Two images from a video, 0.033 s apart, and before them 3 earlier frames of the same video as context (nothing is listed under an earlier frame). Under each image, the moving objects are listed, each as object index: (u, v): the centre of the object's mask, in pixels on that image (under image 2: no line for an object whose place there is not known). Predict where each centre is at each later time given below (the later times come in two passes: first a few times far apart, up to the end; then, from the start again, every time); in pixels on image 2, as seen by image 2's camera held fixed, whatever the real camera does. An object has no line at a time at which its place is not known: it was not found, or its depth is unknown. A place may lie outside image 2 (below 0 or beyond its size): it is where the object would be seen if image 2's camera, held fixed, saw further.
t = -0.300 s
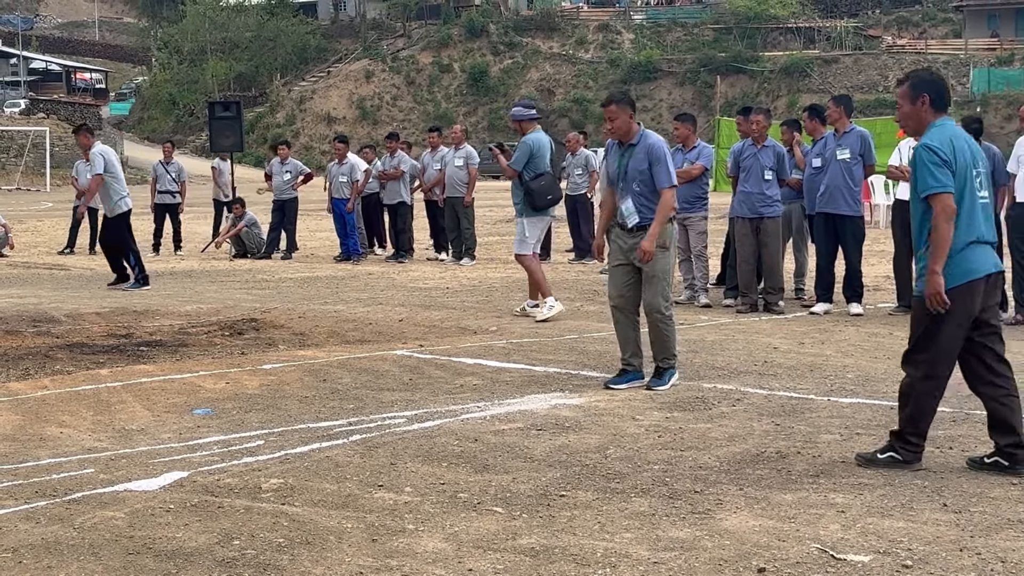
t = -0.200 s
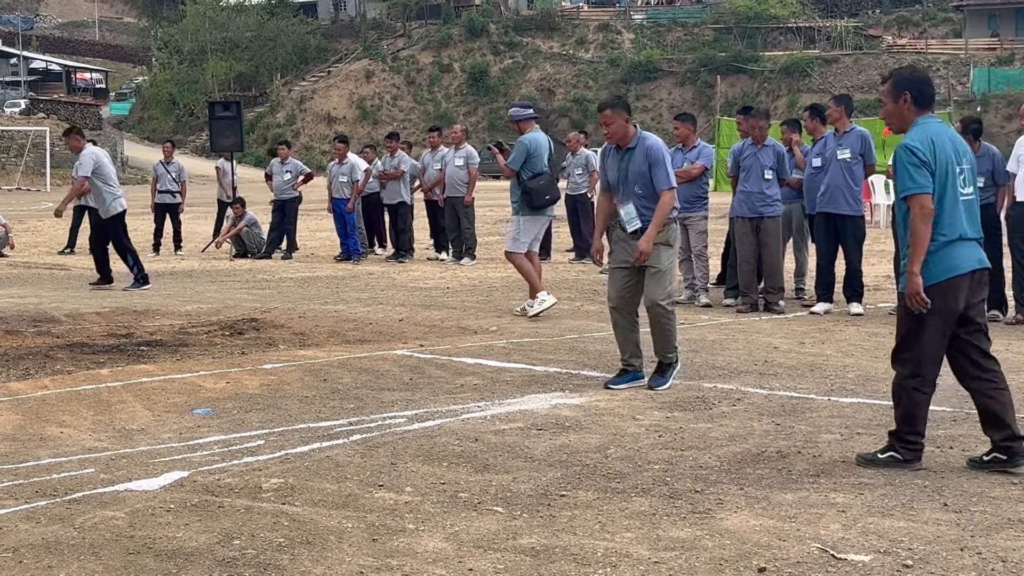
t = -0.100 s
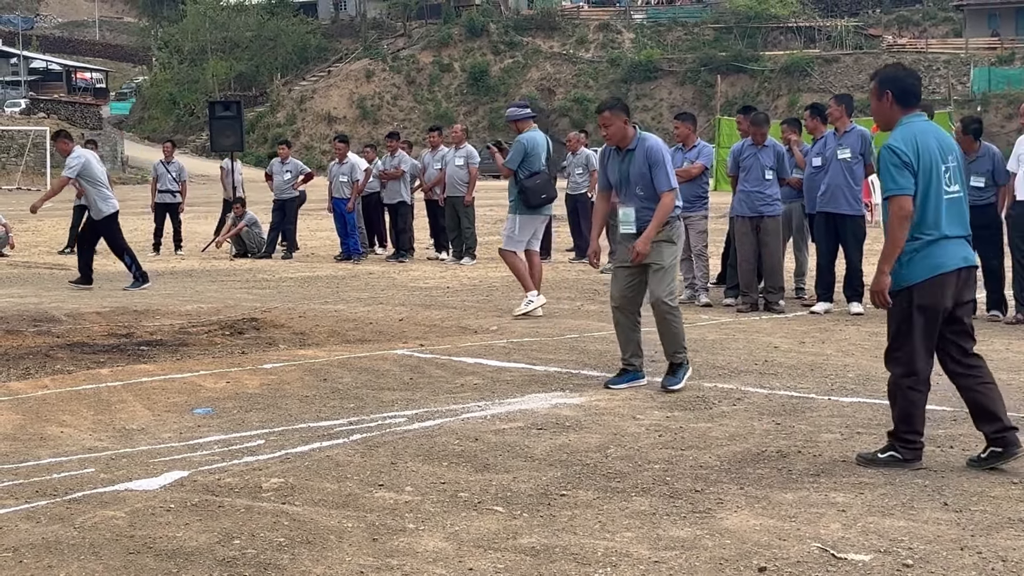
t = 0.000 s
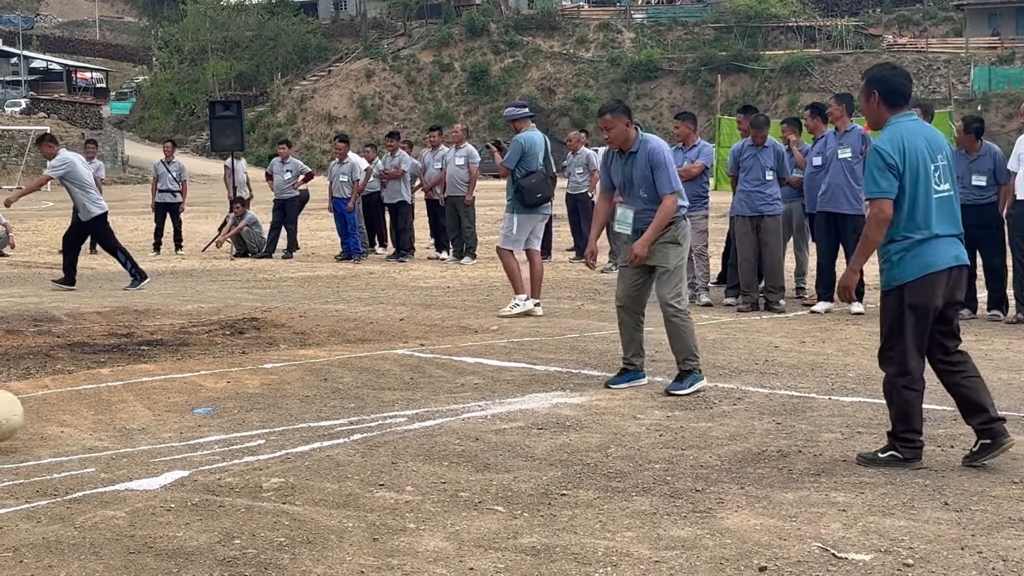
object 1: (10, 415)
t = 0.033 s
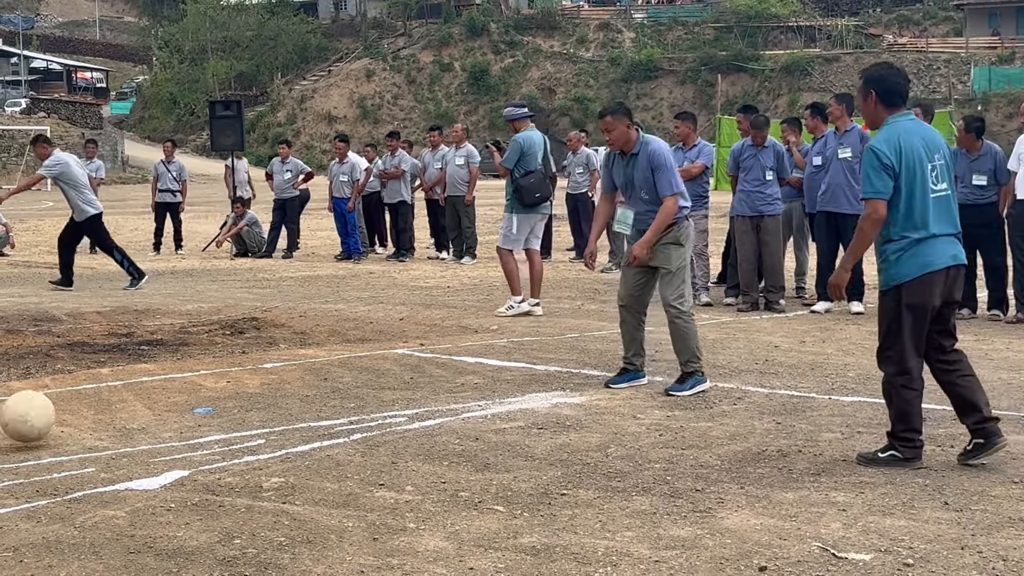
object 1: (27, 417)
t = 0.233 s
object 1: (197, 392)
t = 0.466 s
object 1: (378, 386)
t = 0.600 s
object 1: (471, 377)
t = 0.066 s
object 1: (59, 422)
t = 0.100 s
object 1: (87, 412)
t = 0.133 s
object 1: (115, 404)
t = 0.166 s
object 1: (143, 397)
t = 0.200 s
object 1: (170, 393)
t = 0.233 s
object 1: (197, 392)
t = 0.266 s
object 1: (226, 393)
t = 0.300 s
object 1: (250, 398)
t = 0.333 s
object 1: (276, 400)
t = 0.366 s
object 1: (301, 392)
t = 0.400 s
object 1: (327, 388)
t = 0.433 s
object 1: (353, 385)
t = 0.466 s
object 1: (378, 386)
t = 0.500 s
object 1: (401, 389)
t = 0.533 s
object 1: (424, 387)
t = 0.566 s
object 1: (447, 380)
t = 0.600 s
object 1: (471, 377)
